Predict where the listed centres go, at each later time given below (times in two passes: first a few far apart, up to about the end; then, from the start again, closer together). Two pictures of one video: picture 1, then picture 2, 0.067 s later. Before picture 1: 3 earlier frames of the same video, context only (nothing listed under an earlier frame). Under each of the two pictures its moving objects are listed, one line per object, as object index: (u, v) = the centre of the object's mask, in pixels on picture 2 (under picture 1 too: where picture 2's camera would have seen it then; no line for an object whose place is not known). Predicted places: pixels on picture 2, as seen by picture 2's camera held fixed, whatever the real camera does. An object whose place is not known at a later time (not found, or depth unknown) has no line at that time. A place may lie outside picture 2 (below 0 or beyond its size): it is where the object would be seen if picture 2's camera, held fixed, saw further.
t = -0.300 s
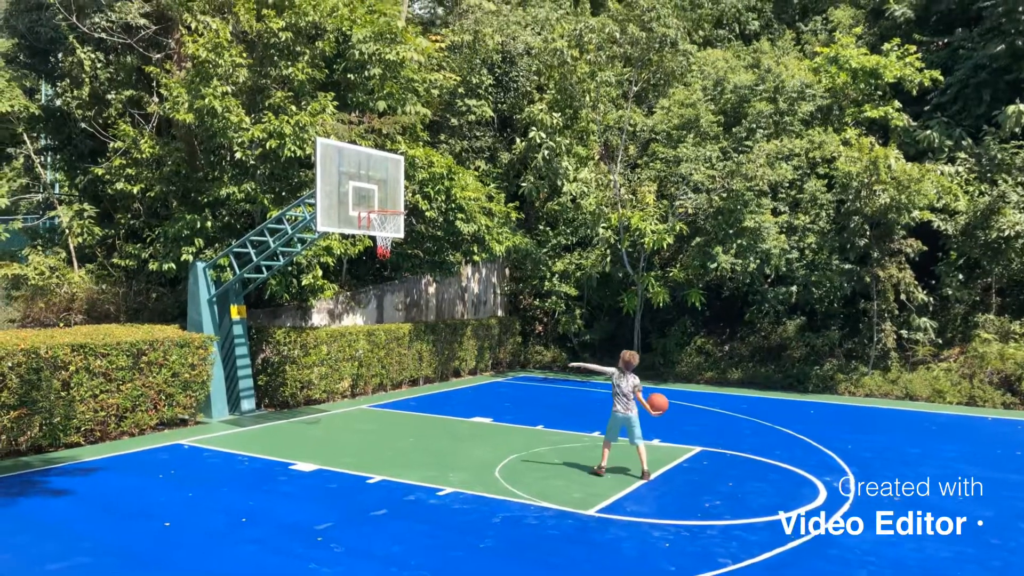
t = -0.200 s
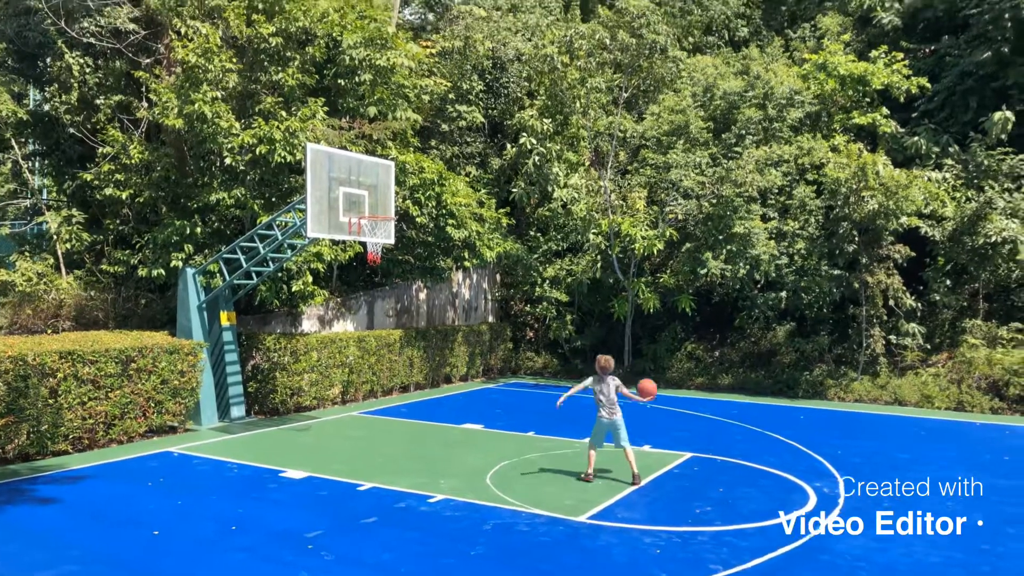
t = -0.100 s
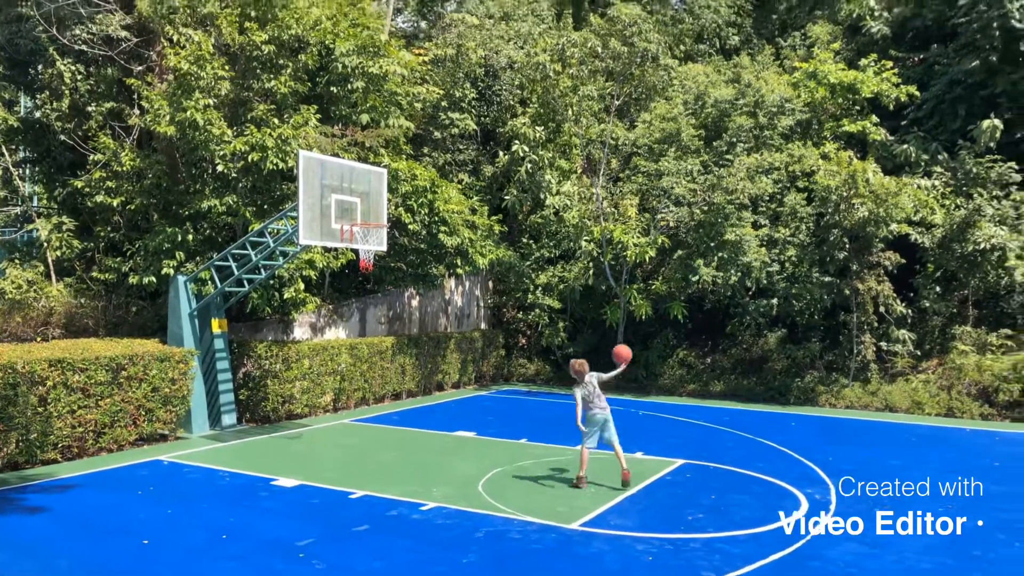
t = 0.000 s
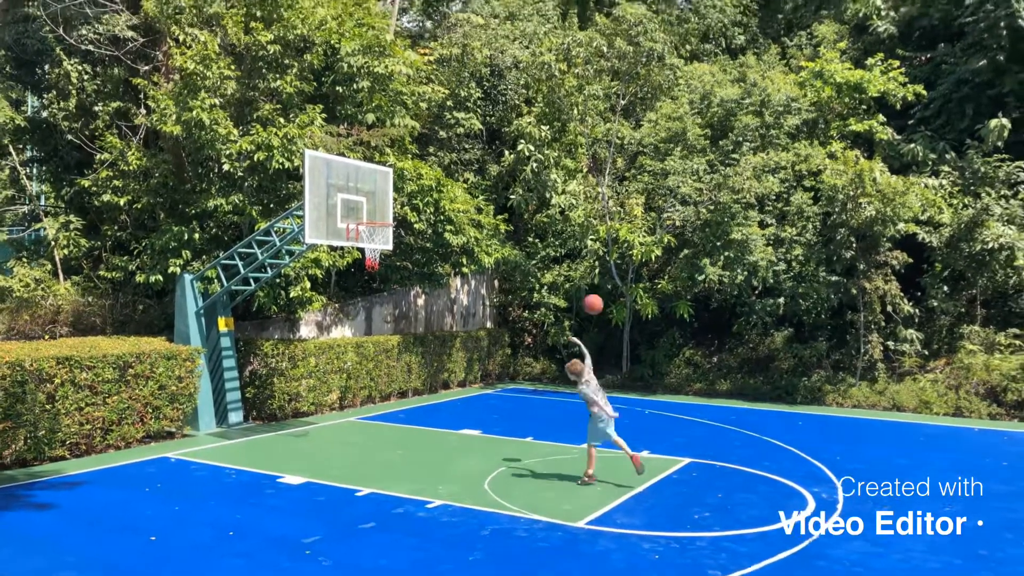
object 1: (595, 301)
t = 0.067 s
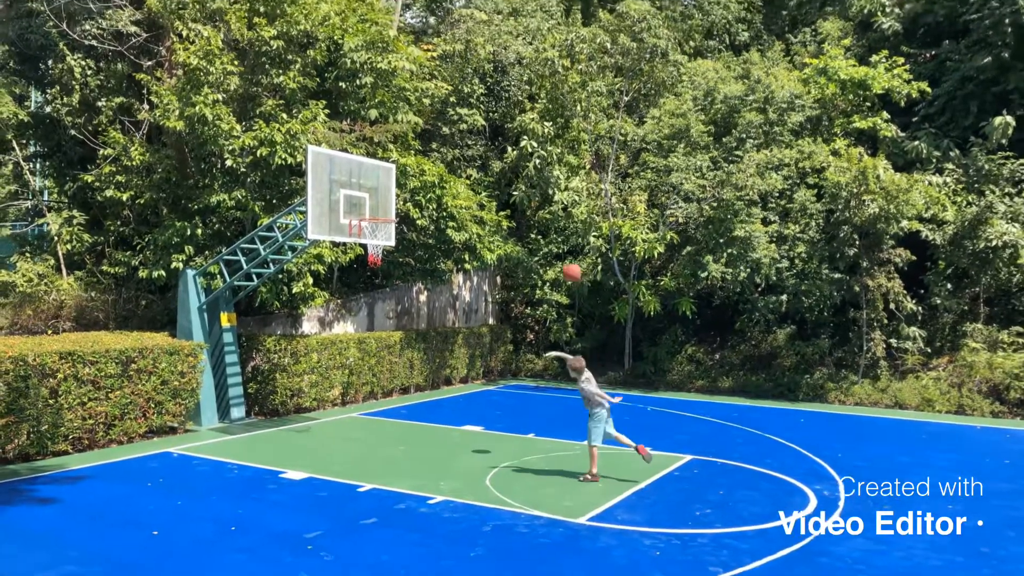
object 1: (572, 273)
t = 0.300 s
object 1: (497, 206)
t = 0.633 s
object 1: (400, 188)
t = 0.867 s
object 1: (383, 217)
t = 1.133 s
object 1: (361, 244)
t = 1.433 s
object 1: (357, 290)
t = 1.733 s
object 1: (351, 402)
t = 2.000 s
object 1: (366, 362)
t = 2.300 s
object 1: (387, 310)
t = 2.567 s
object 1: (405, 314)
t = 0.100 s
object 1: (561, 260)
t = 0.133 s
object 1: (550, 249)
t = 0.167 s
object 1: (540, 238)
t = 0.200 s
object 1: (528, 229)
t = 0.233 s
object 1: (518, 221)
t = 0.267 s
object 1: (507, 213)
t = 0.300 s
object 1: (497, 206)
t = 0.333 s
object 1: (487, 202)
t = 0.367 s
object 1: (477, 196)
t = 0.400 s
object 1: (467, 193)
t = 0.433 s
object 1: (456, 190)
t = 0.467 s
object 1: (449, 188)
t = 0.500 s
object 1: (437, 186)
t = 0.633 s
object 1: (400, 188)
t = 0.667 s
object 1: (391, 191)
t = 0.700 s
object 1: (382, 195)
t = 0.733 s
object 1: (374, 197)
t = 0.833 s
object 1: (378, 211)
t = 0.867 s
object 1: (383, 217)
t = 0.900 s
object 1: (385, 222)
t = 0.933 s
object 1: (378, 226)
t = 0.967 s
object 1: (371, 230)
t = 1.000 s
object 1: (366, 235)
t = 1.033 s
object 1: (362, 237)
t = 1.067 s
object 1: (361, 236)
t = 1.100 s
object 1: (361, 243)
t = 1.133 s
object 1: (361, 244)
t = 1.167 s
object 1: (361, 244)
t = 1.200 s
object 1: (361, 247)
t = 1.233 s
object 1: (360, 252)
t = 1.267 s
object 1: (360, 255)
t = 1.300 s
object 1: (358, 262)
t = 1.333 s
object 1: (358, 268)
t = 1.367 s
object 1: (357, 275)
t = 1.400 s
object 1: (357, 283)
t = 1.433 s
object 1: (357, 290)
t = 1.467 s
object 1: (357, 300)
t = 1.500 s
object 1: (356, 311)
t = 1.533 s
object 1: (356, 321)
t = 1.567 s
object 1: (355, 333)
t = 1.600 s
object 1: (354, 345)
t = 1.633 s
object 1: (354, 358)
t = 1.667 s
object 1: (354, 372)
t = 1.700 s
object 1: (354, 388)
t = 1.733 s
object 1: (351, 402)
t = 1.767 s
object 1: (351, 418)
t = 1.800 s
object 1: (350, 431)
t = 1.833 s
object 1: (353, 418)
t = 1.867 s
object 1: (355, 405)
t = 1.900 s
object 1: (359, 393)
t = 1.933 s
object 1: (361, 380)
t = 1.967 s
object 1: (363, 371)
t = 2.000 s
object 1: (366, 362)
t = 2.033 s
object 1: (368, 352)
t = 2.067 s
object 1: (370, 346)
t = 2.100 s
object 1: (373, 338)
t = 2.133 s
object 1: (375, 331)
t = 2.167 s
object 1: (379, 325)
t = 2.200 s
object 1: (380, 320)
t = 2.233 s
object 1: (383, 316)
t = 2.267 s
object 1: (384, 312)
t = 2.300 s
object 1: (387, 310)
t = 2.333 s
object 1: (390, 308)
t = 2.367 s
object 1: (392, 307)
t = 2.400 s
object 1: (394, 306)
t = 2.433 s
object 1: (396, 307)
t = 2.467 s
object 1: (398, 308)
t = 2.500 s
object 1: (401, 309)
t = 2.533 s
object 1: (403, 311)
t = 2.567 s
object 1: (405, 314)
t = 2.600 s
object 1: (407, 318)
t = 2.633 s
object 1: (410, 323)
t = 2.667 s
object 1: (412, 328)
